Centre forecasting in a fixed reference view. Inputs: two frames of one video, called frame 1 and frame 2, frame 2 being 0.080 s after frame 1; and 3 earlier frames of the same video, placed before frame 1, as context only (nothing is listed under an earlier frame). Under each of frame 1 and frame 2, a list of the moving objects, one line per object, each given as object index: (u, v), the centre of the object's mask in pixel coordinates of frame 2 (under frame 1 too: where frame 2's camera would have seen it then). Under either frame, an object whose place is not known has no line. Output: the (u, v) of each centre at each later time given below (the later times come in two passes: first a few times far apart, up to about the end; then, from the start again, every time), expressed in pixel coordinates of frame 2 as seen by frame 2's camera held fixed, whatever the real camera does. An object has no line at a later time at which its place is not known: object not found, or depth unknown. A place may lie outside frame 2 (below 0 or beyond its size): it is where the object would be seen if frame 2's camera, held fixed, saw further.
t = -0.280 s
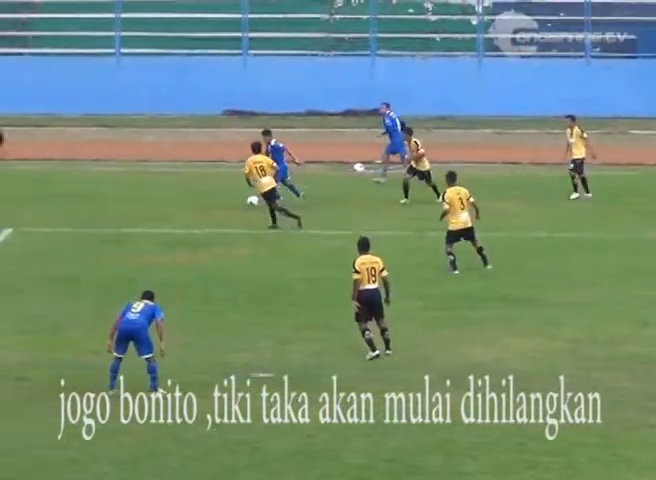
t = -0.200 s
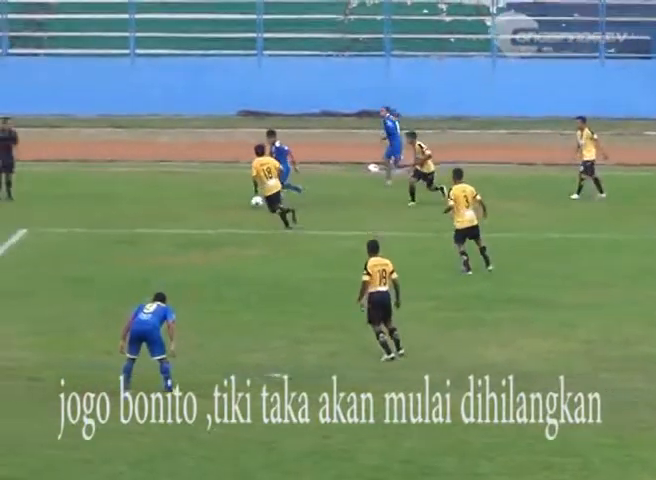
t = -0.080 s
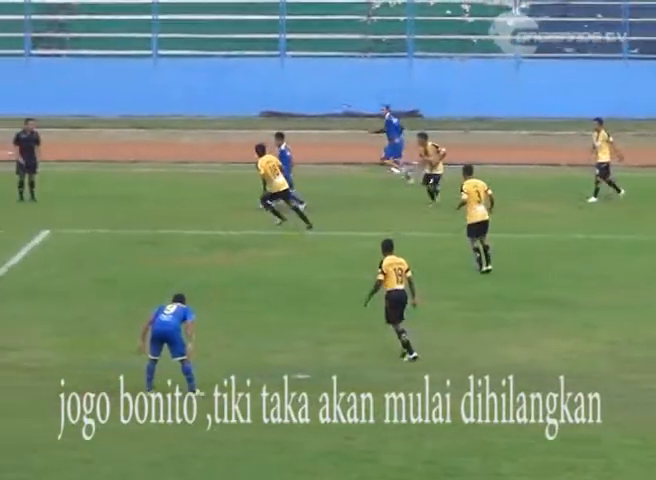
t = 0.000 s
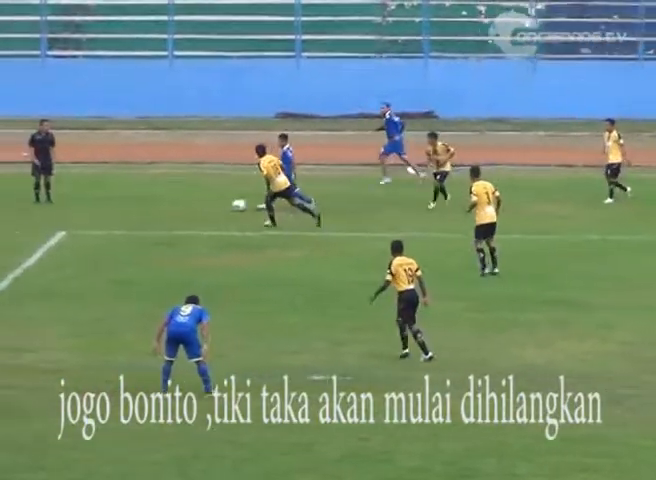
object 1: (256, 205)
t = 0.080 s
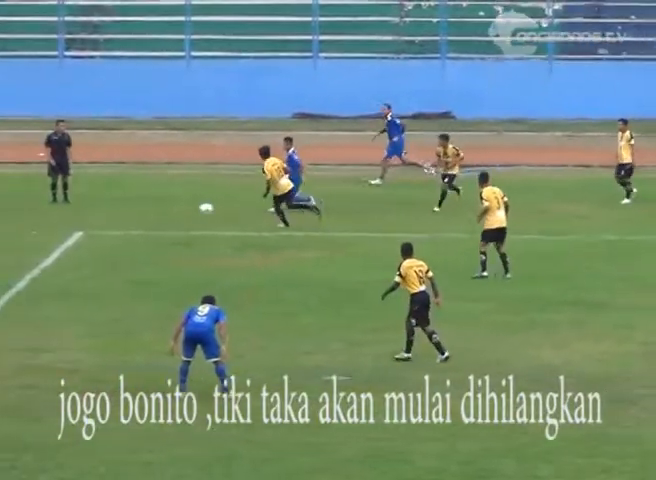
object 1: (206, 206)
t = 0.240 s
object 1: (114, 211)
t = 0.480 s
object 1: (-9, 214)
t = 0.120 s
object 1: (183, 207)
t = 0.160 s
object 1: (160, 207)
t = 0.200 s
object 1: (136, 209)
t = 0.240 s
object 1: (114, 211)
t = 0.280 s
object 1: (91, 213)
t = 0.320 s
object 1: (71, 212)
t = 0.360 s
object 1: (50, 213)
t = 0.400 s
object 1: (29, 214)
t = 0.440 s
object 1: (9, 215)
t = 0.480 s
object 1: (-9, 214)
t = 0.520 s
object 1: (-28, 215)
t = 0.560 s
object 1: (-46, 216)
